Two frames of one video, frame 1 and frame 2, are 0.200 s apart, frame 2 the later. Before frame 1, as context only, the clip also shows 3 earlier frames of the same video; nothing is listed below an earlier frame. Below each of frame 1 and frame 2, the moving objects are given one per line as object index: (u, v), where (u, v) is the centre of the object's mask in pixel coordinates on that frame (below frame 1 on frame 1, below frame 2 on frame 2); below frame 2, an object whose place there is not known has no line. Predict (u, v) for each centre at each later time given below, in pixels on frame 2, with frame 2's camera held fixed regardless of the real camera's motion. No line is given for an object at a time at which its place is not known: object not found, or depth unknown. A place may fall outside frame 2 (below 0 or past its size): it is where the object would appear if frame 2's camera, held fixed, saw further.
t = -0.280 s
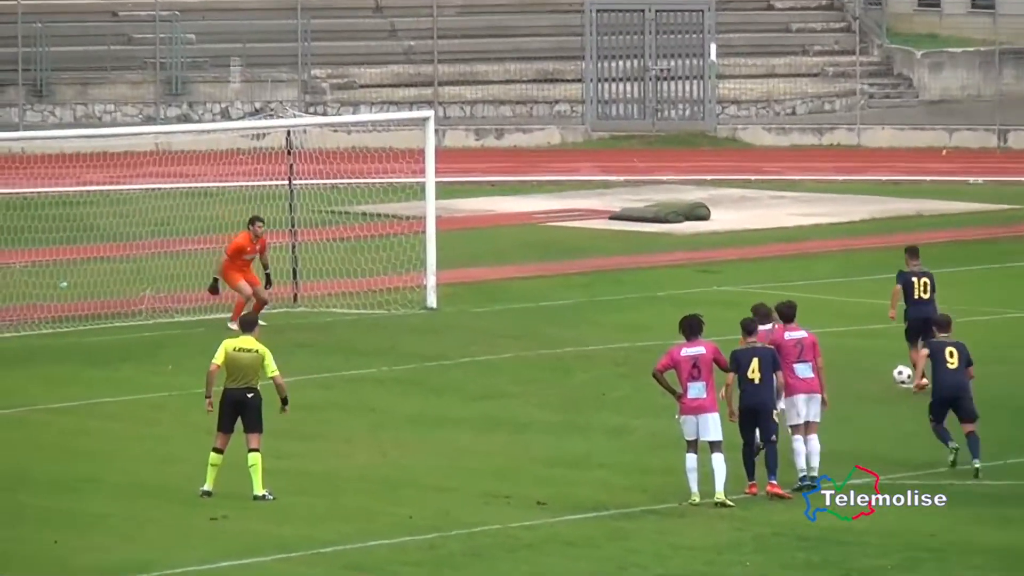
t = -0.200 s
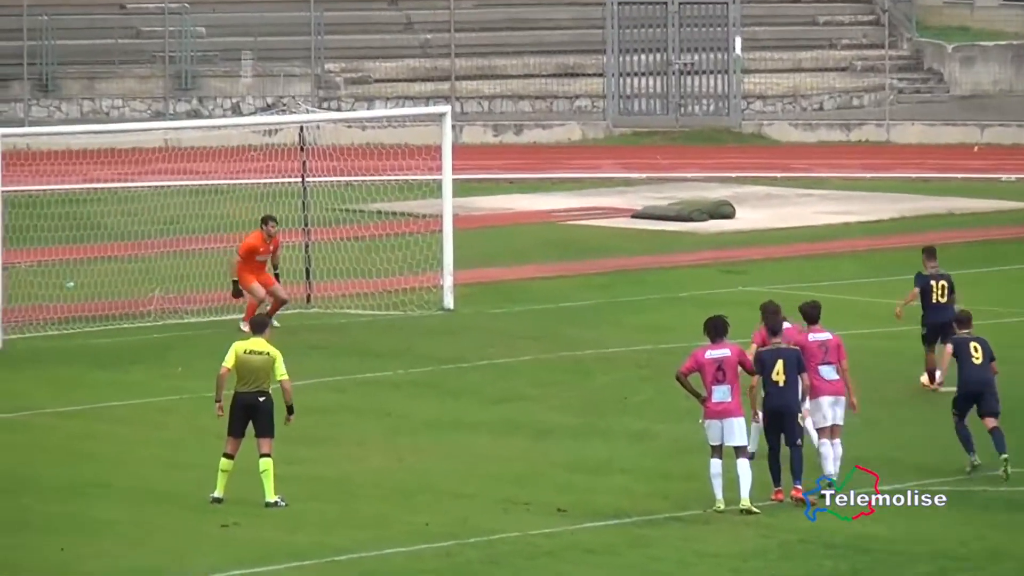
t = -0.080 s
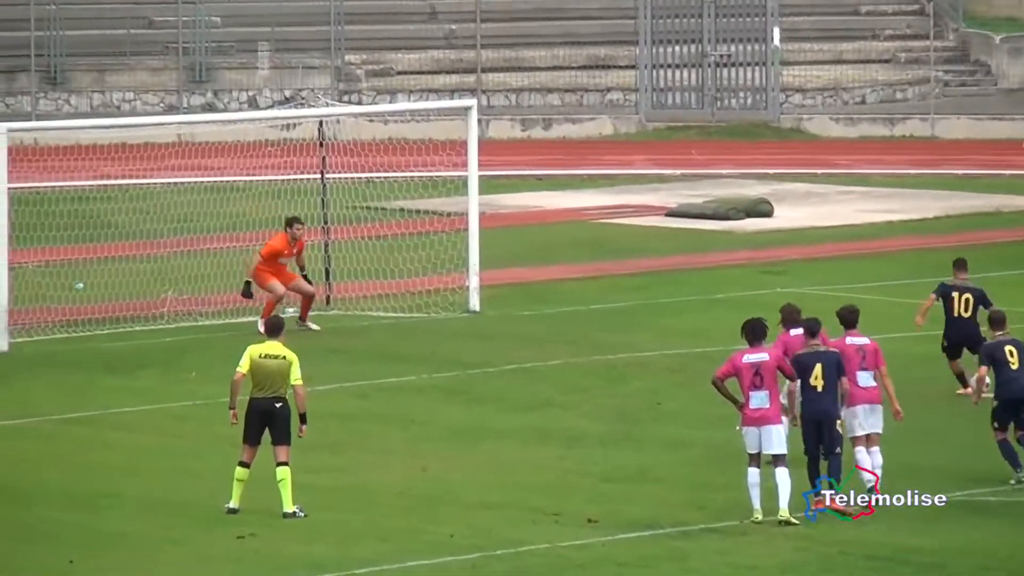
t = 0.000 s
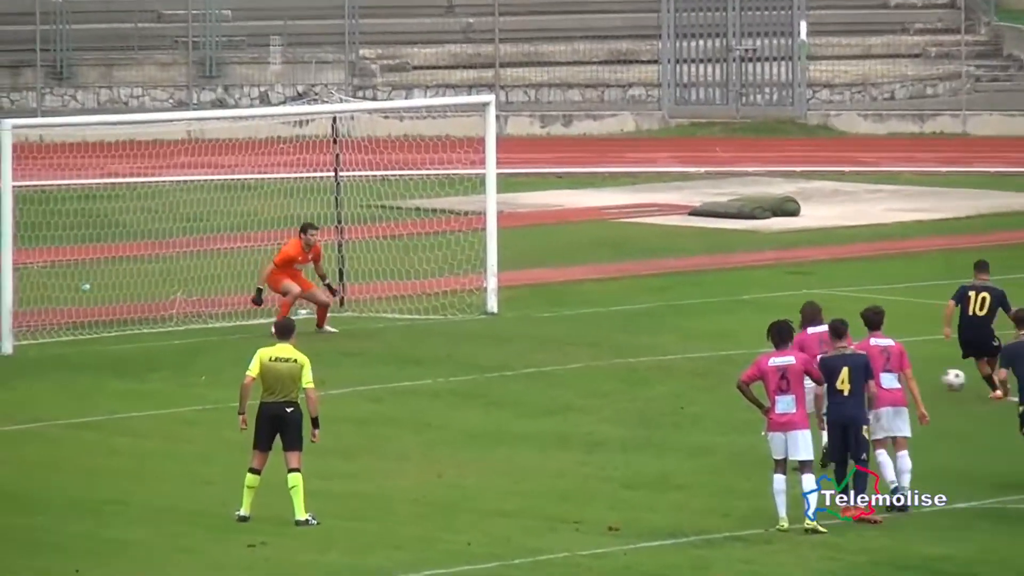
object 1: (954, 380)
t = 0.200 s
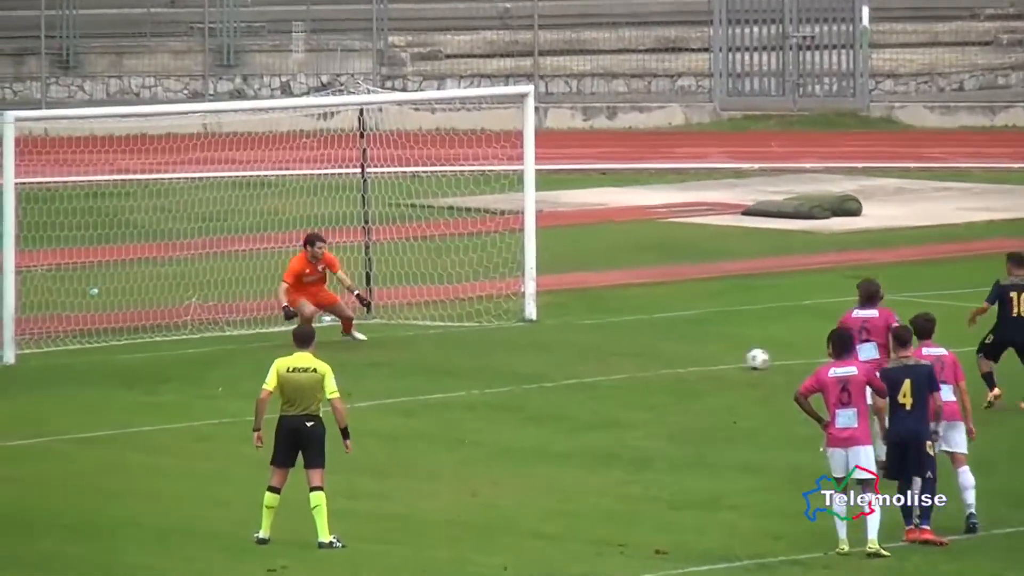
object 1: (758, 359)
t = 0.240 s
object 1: (711, 351)
